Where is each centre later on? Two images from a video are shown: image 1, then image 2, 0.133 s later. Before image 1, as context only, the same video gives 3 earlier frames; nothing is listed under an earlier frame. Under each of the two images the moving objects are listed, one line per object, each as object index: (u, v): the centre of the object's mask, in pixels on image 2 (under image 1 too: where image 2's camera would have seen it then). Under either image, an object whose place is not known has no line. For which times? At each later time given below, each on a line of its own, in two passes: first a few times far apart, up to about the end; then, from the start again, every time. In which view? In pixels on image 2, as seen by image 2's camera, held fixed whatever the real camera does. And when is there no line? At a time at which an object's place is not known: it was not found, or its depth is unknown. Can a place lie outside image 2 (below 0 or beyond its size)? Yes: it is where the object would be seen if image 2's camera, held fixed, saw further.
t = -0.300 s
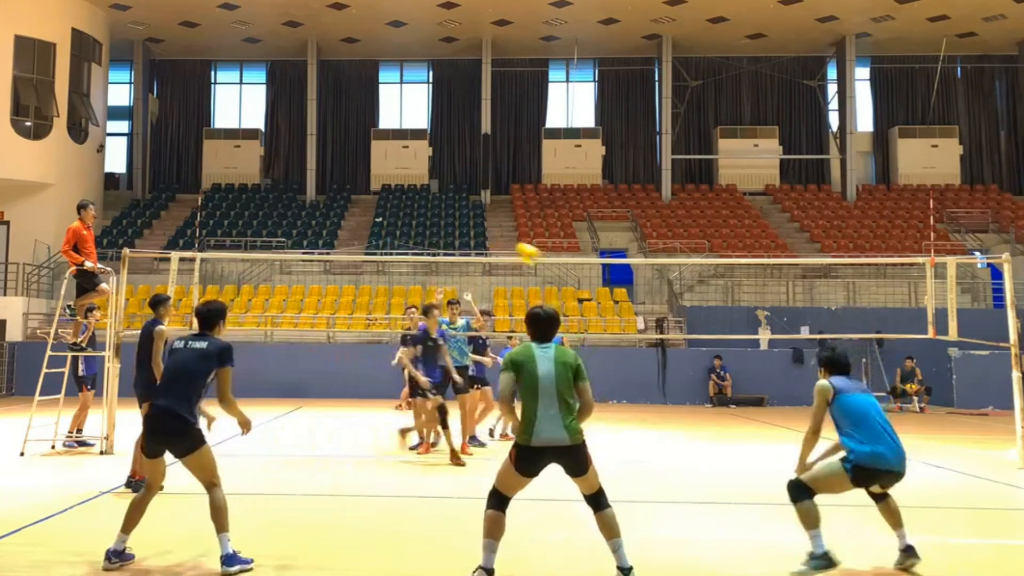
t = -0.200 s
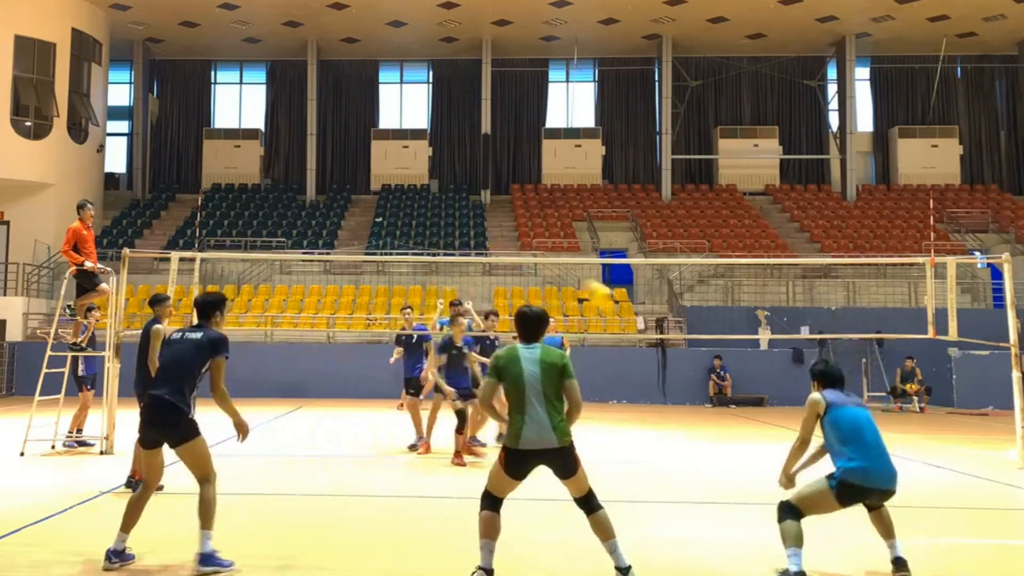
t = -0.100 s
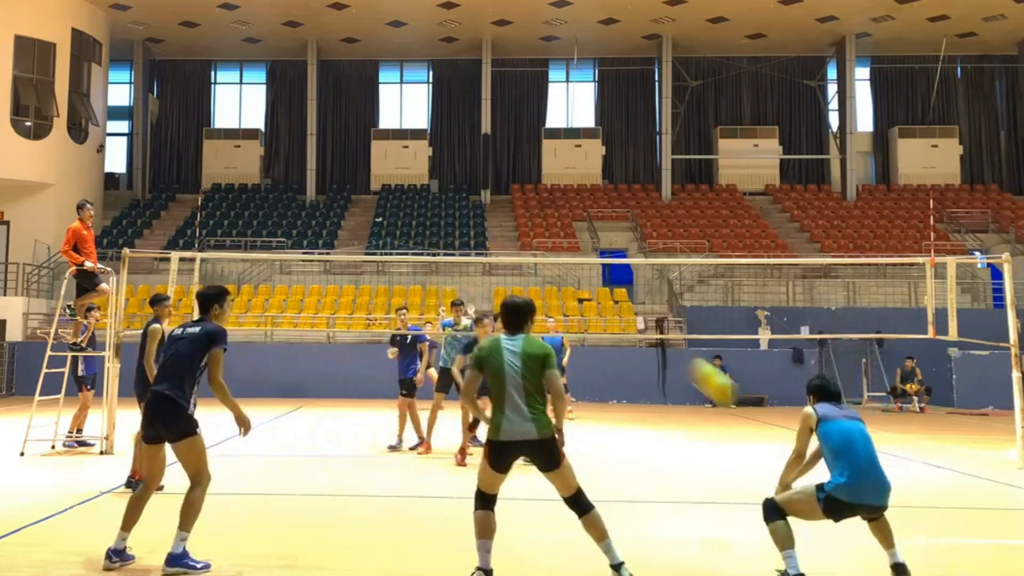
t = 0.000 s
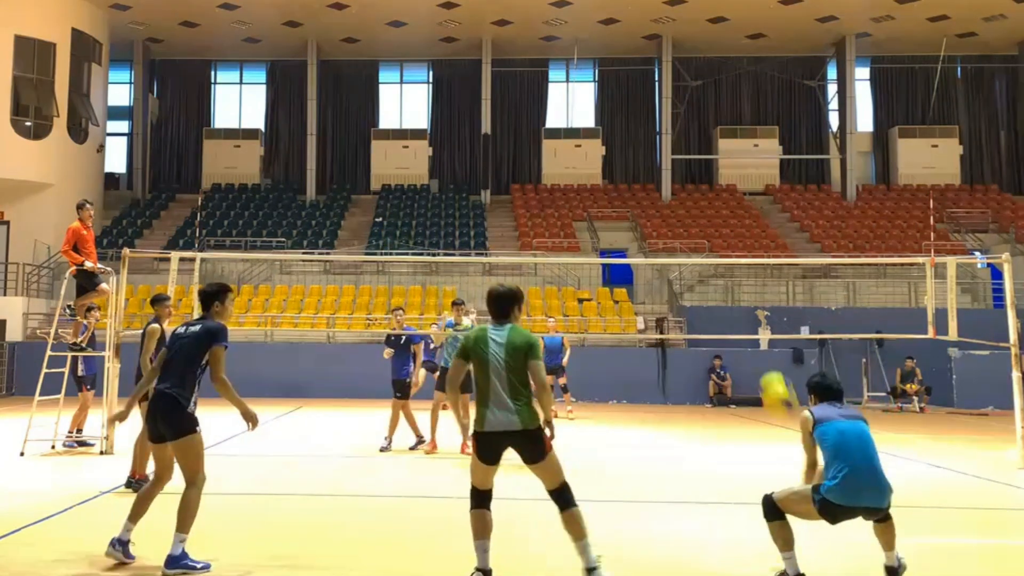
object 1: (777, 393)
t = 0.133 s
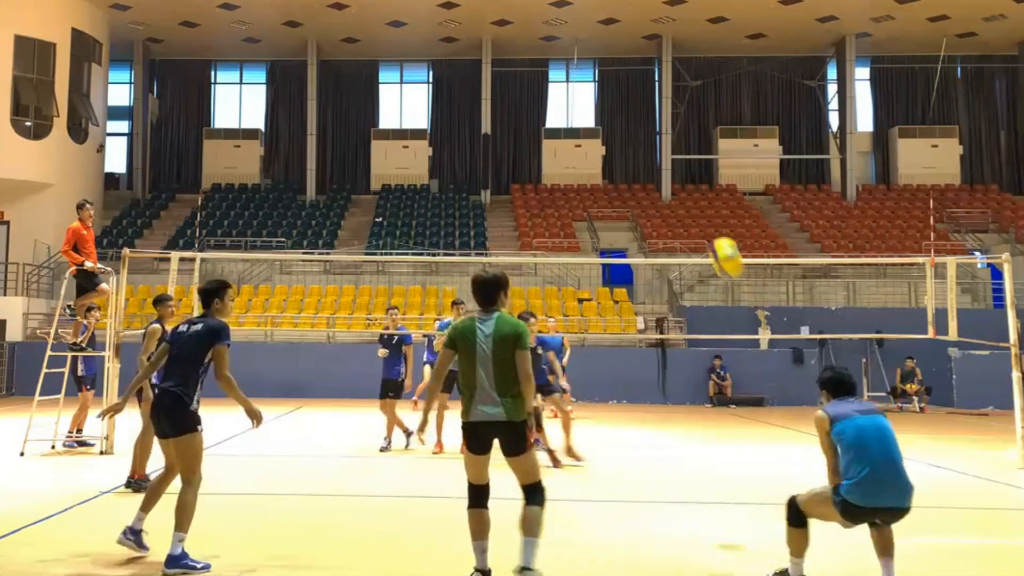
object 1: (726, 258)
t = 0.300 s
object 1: (678, 148)
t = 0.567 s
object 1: (621, 71)
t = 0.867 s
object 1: (576, 78)
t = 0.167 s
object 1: (715, 233)
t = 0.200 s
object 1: (704, 206)
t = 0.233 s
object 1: (695, 186)
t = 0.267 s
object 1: (686, 166)
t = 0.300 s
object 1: (678, 148)
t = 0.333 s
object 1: (669, 133)
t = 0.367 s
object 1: (661, 120)
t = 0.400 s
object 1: (653, 108)
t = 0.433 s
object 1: (646, 97)
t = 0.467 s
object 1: (640, 89)
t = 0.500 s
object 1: (634, 82)
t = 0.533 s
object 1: (627, 76)
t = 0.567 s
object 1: (621, 71)
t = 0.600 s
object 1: (615, 68)
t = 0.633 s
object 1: (610, 66)
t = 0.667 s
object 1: (605, 65)
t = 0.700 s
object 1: (600, 65)
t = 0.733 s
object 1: (595, 65)
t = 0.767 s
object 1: (590, 67)
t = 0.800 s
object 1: (586, 70)
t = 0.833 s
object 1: (580, 73)
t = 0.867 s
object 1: (576, 78)
